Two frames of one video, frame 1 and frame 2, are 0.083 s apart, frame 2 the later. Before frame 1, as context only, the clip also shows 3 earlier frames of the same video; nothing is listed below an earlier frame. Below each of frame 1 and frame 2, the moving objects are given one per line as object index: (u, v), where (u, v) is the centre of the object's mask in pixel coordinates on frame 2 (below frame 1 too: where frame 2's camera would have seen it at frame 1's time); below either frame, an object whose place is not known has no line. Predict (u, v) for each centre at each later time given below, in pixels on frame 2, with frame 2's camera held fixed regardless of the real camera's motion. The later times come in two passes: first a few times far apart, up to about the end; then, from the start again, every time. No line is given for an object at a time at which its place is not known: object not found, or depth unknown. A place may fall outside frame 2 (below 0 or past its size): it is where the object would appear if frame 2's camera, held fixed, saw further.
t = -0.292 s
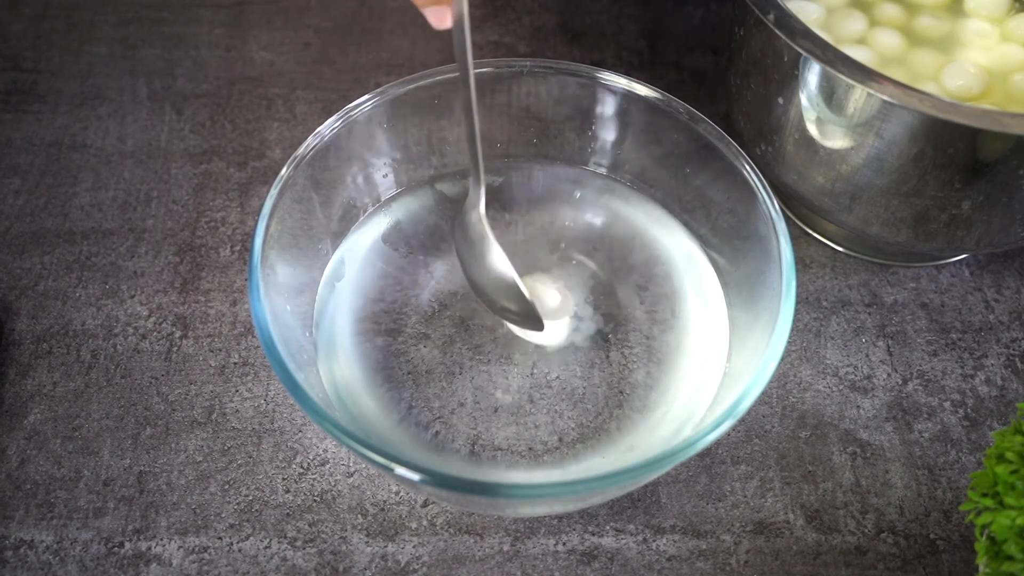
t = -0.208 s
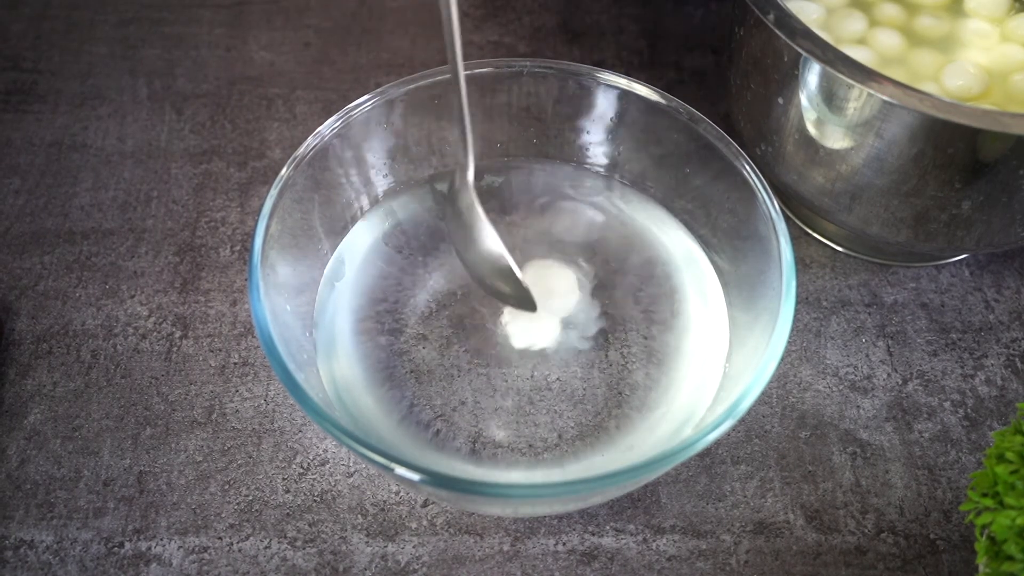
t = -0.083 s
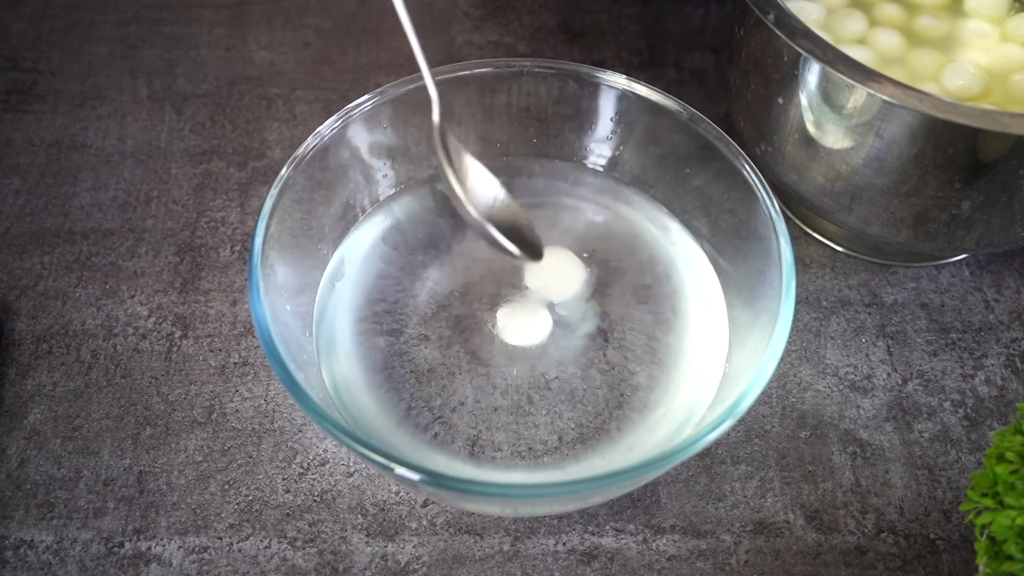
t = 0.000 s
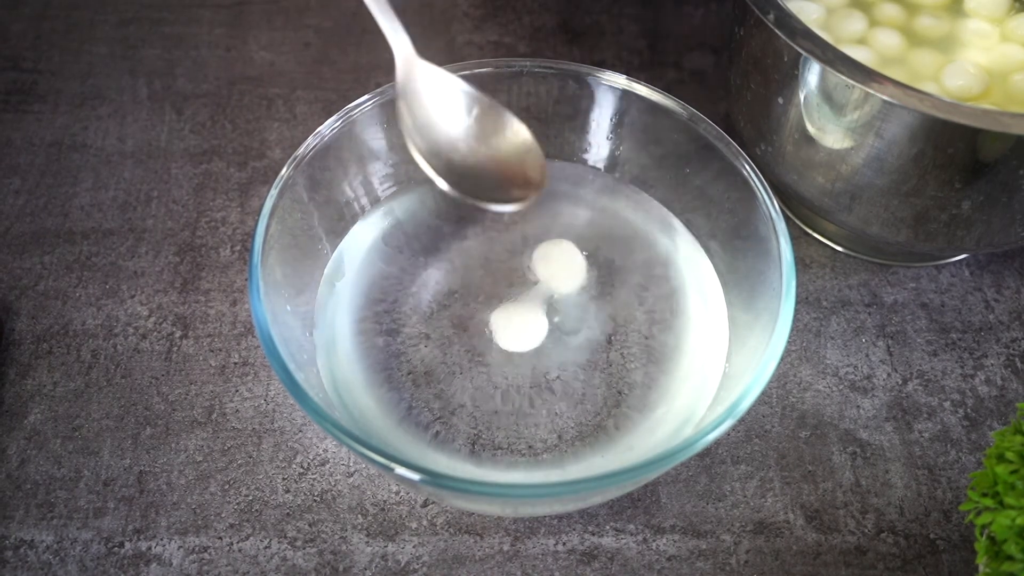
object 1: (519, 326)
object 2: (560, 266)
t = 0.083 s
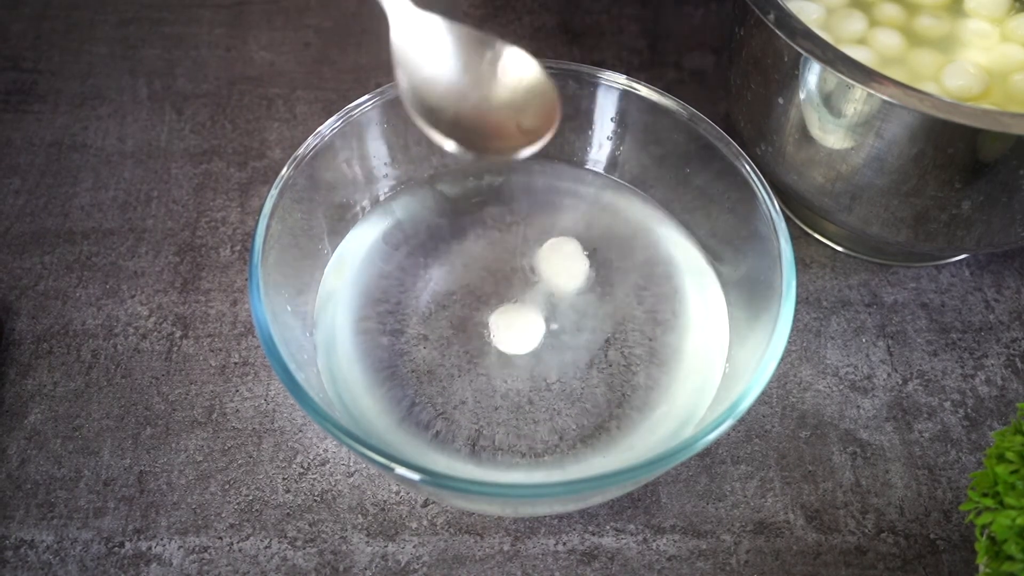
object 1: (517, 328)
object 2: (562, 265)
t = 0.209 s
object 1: (516, 332)
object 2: (565, 261)
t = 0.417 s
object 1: (519, 336)
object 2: (574, 265)
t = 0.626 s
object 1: (525, 337)
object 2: (583, 273)
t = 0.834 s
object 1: (532, 336)
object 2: (590, 283)
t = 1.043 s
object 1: (536, 332)
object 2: (594, 289)
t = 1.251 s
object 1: (537, 328)
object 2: (595, 294)
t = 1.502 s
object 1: (539, 324)
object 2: (594, 295)
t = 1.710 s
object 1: (540, 325)
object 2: (592, 295)
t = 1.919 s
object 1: (539, 326)
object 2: (590, 295)
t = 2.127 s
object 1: (538, 327)
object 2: (588, 294)
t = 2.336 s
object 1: (538, 327)
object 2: (586, 294)
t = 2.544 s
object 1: (539, 326)
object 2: (583, 293)
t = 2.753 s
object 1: (539, 327)
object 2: (580, 294)
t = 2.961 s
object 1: (539, 327)
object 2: (576, 295)
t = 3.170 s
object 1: (539, 327)
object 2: (573, 297)
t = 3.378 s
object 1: (539, 327)
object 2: (574, 297)
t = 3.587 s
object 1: (539, 327)
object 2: (574, 297)
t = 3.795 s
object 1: (539, 327)
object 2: (574, 297)
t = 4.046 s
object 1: (539, 327)
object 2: (574, 297)
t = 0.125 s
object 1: (516, 329)
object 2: (563, 266)
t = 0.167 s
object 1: (515, 331)
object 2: (563, 265)
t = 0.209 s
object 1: (516, 332)
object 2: (565, 261)
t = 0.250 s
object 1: (515, 332)
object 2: (566, 261)
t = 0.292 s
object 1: (516, 333)
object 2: (567, 261)
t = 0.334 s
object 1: (517, 335)
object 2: (569, 260)
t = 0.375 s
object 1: (517, 334)
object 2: (572, 262)
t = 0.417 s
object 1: (519, 336)
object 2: (574, 265)
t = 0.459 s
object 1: (519, 336)
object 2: (577, 266)
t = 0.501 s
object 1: (521, 336)
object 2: (578, 267)
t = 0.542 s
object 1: (522, 336)
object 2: (579, 269)
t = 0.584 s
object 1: (523, 337)
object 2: (582, 272)
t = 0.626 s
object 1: (525, 337)
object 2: (583, 273)
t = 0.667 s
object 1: (526, 336)
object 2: (585, 275)
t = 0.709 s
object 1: (528, 337)
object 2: (586, 276)
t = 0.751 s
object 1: (530, 337)
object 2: (587, 279)
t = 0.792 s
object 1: (531, 336)
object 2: (589, 281)
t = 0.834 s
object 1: (532, 336)
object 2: (590, 283)
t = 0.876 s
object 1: (534, 336)
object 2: (591, 284)
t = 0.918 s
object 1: (534, 335)
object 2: (592, 285)
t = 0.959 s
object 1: (534, 333)
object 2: (593, 287)
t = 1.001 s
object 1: (536, 333)
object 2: (593, 288)
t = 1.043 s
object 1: (536, 332)
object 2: (594, 289)
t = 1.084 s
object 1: (536, 331)
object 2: (595, 290)
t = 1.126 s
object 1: (537, 331)
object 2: (596, 291)
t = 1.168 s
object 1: (537, 330)
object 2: (596, 292)
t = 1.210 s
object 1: (537, 329)
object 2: (595, 293)
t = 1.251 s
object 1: (537, 328)
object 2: (595, 294)
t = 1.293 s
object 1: (538, 327)
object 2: (596, 294)
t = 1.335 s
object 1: (538, 327)
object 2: (596, 295)
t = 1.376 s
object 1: (538, 326)
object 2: (596, 295)
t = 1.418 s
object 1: (538, 325)
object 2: (595, 295)
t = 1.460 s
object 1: (539, 325)
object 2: (594, 295)
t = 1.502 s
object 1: (539, 324)
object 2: (594, 295)
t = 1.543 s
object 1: (541, 325)
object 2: (594, 295)
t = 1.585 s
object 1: (540, 325)
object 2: (594, 295)
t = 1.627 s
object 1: (540, 325)
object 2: (593, 295)
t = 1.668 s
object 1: (540, 325)
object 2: (592, 295)
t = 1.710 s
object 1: (540, 325)
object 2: (592, 295)
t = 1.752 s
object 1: (540, 325)
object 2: (592, 296)
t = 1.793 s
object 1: (539, 326)
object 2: (592, 295)
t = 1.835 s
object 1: (539, 326)
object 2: (591, 295)
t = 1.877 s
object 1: (539, 326)
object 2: (590, 295)
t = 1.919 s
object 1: (539, 326)
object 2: (590, 295)
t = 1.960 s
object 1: (539, 326)
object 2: (590, 294)
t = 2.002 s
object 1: (539, 326)
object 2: (590, 294)
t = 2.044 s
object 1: (539, 326)
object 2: (589, 294)
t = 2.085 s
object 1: (539, 327)
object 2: (588, 294)
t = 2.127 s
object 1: (538, 327)
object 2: (588, 294)
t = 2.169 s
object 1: (538, 327)
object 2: (587, 294)
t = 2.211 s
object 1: (539, 327)
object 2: (587, 294)
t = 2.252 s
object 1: (539, 327)
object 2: (587, 294)
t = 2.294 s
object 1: (538, 327)
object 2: (586, 294)
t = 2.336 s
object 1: (538, 327)
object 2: (586, 294)
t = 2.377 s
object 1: (538, 327)
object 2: (585, 294)
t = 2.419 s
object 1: (539, 327)
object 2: (585, 294)
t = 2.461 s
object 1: (539, 326)
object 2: (585, 293)
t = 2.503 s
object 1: (539, 326)
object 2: (584, 293)
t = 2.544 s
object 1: (539, 326)
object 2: (583, 293)
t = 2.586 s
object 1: (539, 326)
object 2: (582, 293)
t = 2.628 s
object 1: (539, 327)
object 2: (582, 293)
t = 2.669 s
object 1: (539, 327)
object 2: (581, 294)
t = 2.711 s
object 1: (539, 327)
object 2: (581, 294)
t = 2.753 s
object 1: (539, 327)
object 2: (580, 294)
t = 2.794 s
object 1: (539, 327)
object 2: (579, 294)
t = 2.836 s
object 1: (539, 327)
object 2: (578, 294)
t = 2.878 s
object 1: (539, 327)
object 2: (578, 295)
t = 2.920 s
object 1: (539, 327)
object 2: (577, 295)
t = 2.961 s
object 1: (539, 327)
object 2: (576, 295)
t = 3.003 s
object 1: (539, 326)
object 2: (575, 295)
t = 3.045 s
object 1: (539, 327)
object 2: (574, 296)
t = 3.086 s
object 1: (539, 327)
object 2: (573, 296)
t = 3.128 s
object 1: (539, 327)
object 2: (573, 297)
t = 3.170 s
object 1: (539, 327)
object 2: (573, 297)
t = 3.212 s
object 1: (539, 327)
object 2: (573, 296)
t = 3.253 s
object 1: (539, 327)
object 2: (574, 296)
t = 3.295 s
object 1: (539, 327)
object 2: (574, 296)
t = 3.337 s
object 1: (539, 327)
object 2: (574, 296)
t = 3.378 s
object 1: (539, 327)
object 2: (574, 297)
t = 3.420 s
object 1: (539, 327)
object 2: (574, 297)
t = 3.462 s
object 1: (539, 327)
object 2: (574, 297)
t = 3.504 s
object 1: (539, 327)
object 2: (574, 297)
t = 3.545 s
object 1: (539, 327)
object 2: (574, 297)
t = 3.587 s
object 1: (539, 327)
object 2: (574, 297)
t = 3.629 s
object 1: (539, 327)
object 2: (574, 297)
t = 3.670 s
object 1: (539, 327)
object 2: (574, 297)
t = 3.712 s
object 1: (539, 327)
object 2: (574, 297)
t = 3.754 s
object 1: (539, 327)
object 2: (574, 297)
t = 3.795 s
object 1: (539, 327)
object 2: (574, 297)
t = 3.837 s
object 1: (539, 327)
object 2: (574, 297)
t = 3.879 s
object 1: (539, 327)
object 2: (574, 297)
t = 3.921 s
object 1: (539, 327)
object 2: (574, 297)
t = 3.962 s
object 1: (539, 327)
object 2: (574, 297)
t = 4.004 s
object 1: (539, 327)
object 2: (574, 297)
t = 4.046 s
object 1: (539, 327)
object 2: (574, 297)
